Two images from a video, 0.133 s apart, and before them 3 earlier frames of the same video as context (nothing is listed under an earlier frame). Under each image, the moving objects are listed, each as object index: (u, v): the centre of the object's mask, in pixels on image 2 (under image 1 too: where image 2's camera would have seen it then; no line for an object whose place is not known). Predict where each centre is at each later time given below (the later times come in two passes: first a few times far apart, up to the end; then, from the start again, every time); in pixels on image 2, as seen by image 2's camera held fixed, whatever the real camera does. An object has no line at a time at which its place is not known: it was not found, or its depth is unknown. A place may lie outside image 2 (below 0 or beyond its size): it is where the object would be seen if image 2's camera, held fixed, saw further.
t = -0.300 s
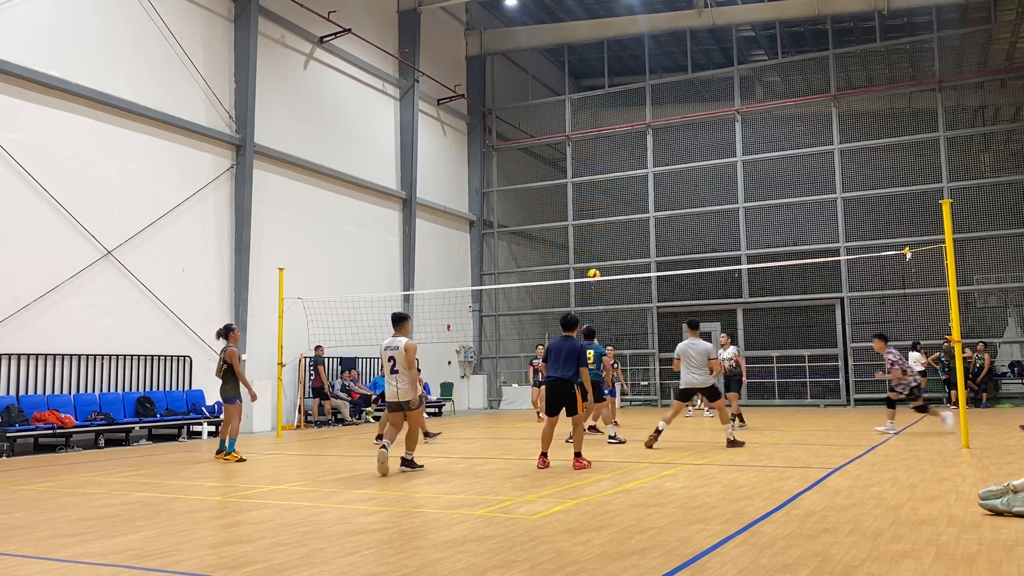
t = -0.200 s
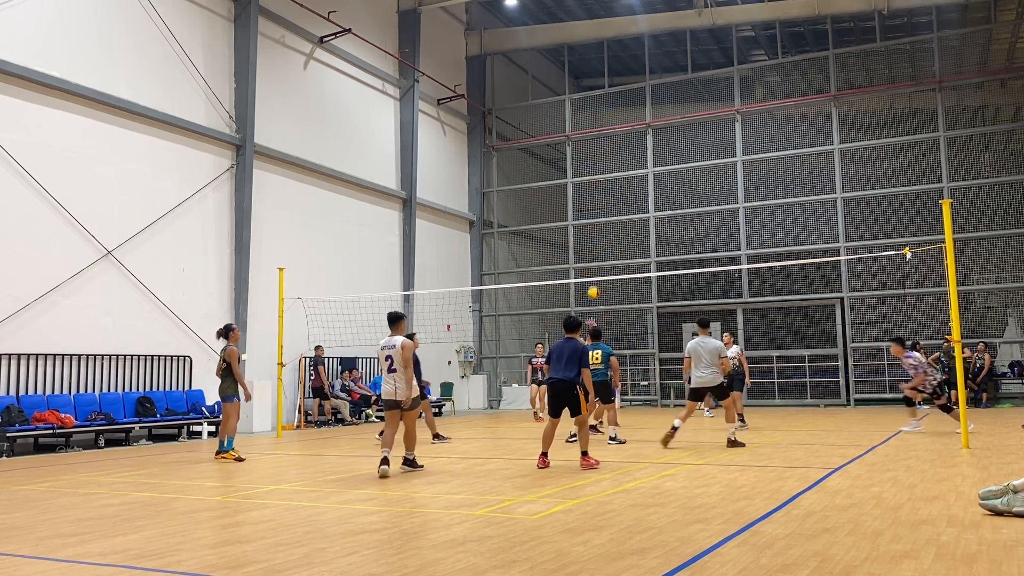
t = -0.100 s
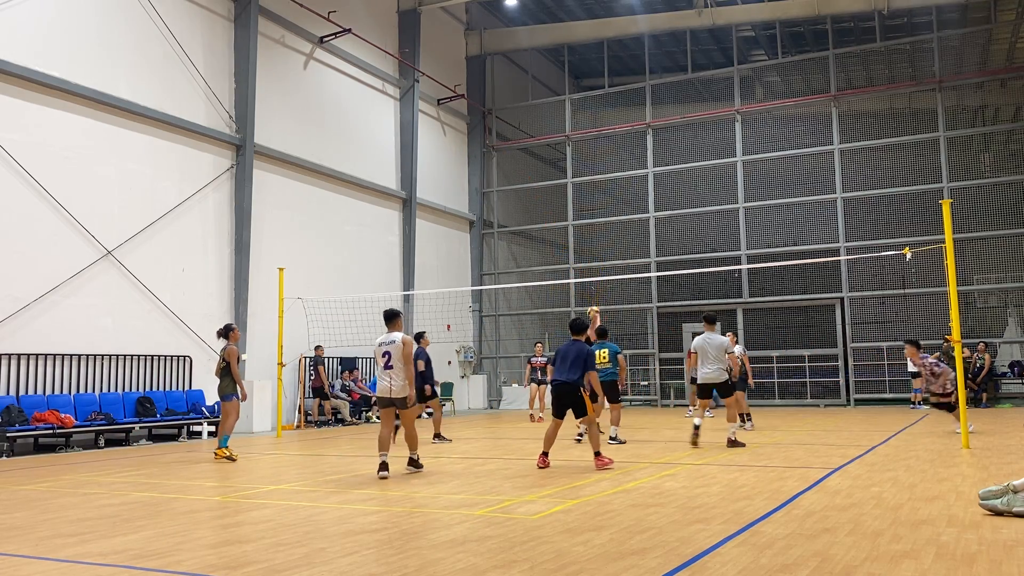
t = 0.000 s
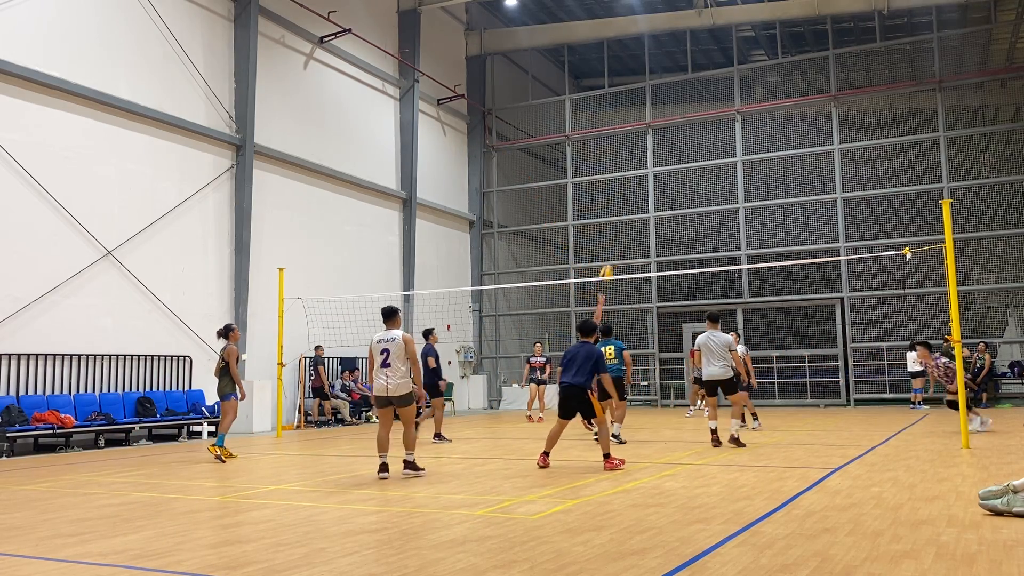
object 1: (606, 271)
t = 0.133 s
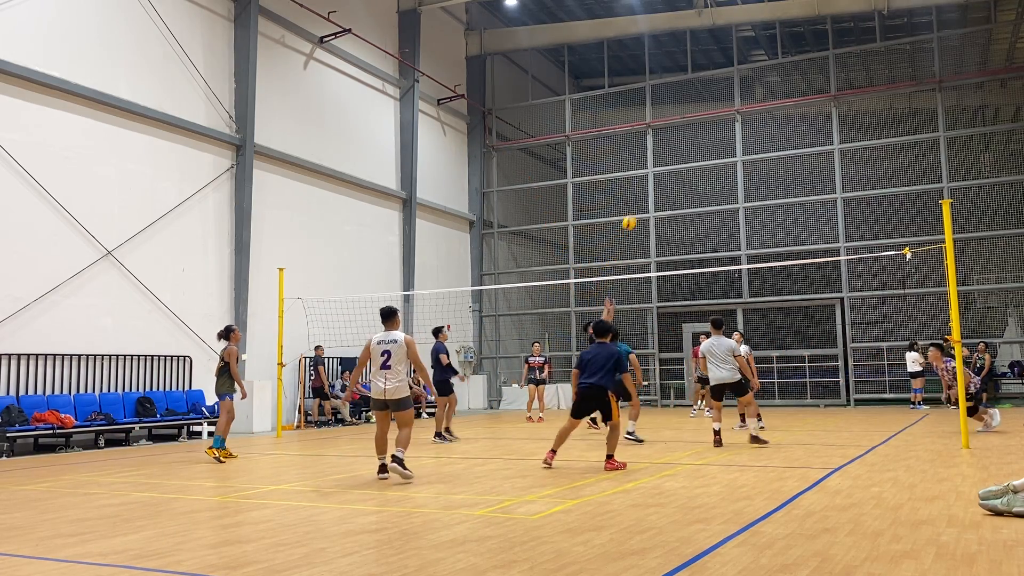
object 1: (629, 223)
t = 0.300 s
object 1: (657, 174)
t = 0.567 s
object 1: (704, 131)
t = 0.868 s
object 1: (759, 133)
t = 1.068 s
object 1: (798, 165)
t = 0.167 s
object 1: (634, 211)
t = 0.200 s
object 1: (640, 201)
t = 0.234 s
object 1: (644, 191)
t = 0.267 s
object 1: (652, 182)
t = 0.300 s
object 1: (657, 174)
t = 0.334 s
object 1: (663, 166)
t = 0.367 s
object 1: (668, 159)
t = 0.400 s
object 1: (674, 153)
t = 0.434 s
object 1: (680, 147)
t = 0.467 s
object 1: (686, 142)
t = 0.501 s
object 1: (692, 138)
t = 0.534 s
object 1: (698, 134)
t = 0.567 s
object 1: (704, 131)
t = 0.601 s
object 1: (710, 128)
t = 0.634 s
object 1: (716, 126)
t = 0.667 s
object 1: (722, 125)
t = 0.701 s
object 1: (729, 125)
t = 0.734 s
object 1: (734, 125)
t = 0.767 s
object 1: (741, 126)
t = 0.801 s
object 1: (747, 128)
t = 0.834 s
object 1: (753, 130)
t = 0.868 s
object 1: (759, 133)
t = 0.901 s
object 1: (766, 136)
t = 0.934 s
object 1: (772, 141)
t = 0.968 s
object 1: (778, 146)
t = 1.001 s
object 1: (786, 152)
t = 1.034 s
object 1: (792, 158)
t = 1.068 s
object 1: (798, 165)
